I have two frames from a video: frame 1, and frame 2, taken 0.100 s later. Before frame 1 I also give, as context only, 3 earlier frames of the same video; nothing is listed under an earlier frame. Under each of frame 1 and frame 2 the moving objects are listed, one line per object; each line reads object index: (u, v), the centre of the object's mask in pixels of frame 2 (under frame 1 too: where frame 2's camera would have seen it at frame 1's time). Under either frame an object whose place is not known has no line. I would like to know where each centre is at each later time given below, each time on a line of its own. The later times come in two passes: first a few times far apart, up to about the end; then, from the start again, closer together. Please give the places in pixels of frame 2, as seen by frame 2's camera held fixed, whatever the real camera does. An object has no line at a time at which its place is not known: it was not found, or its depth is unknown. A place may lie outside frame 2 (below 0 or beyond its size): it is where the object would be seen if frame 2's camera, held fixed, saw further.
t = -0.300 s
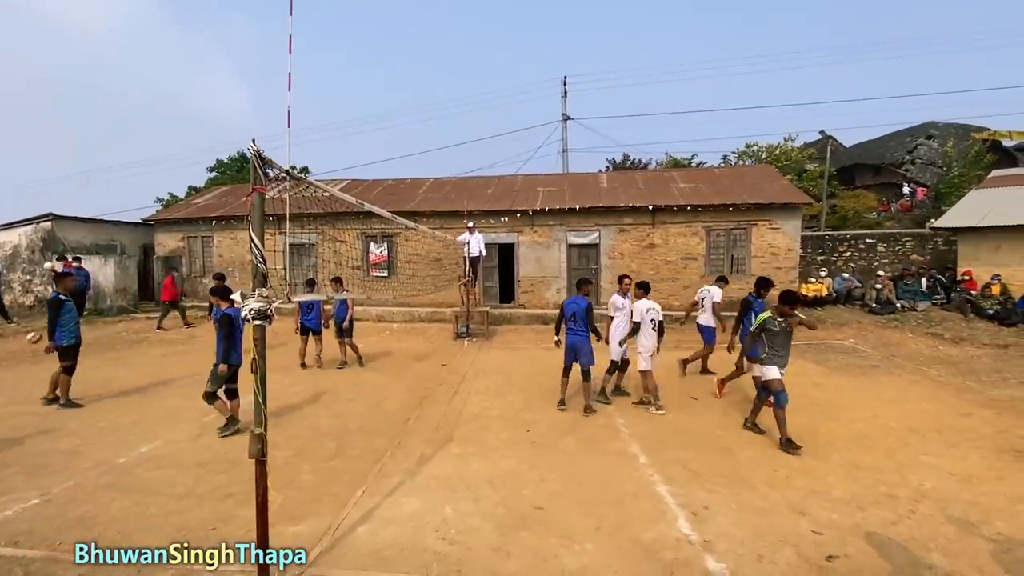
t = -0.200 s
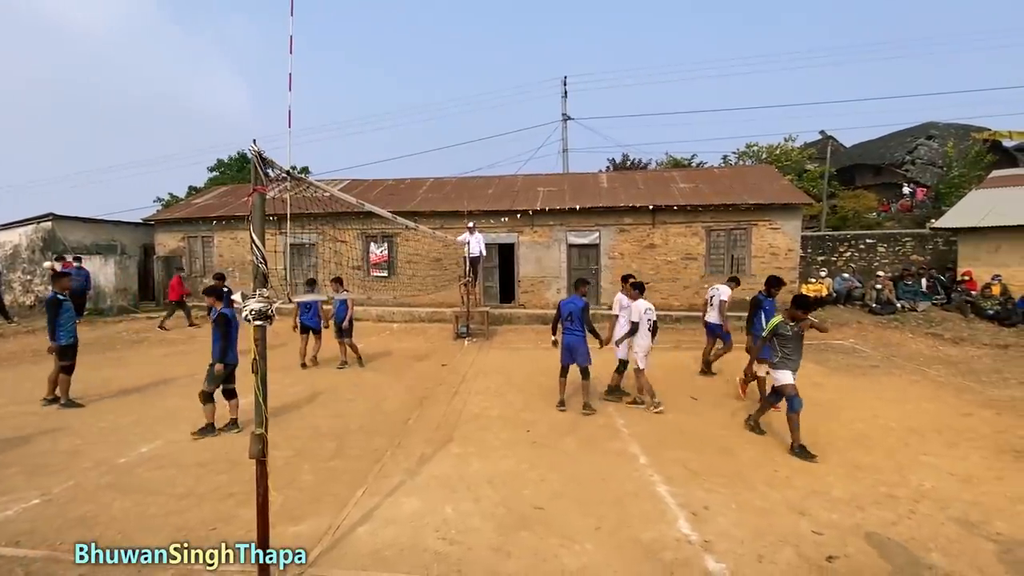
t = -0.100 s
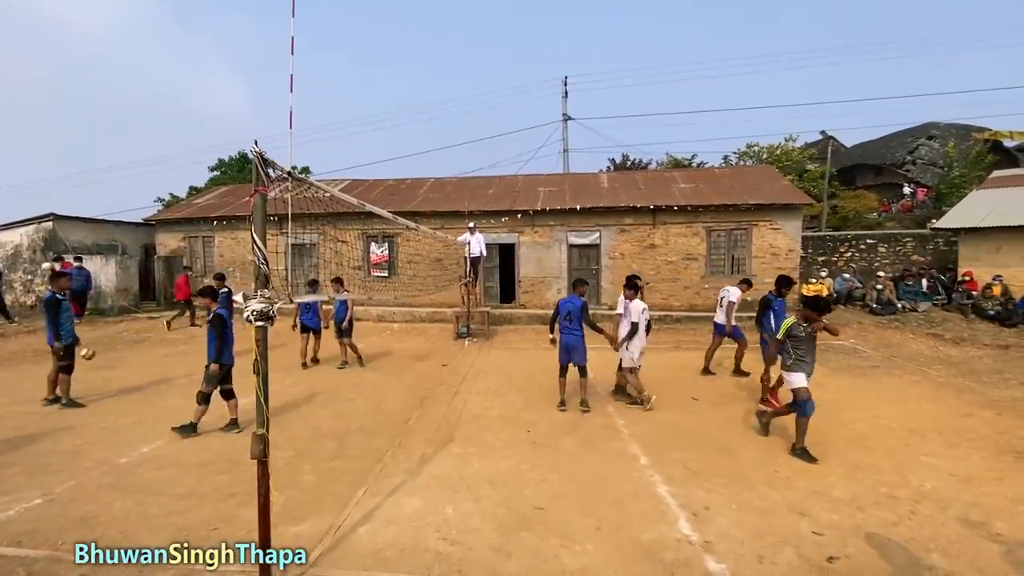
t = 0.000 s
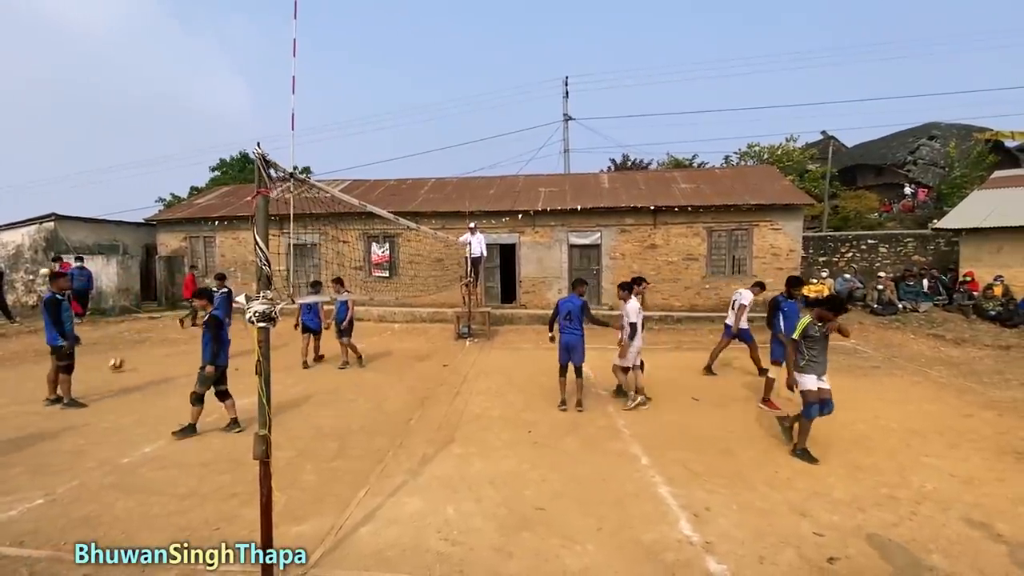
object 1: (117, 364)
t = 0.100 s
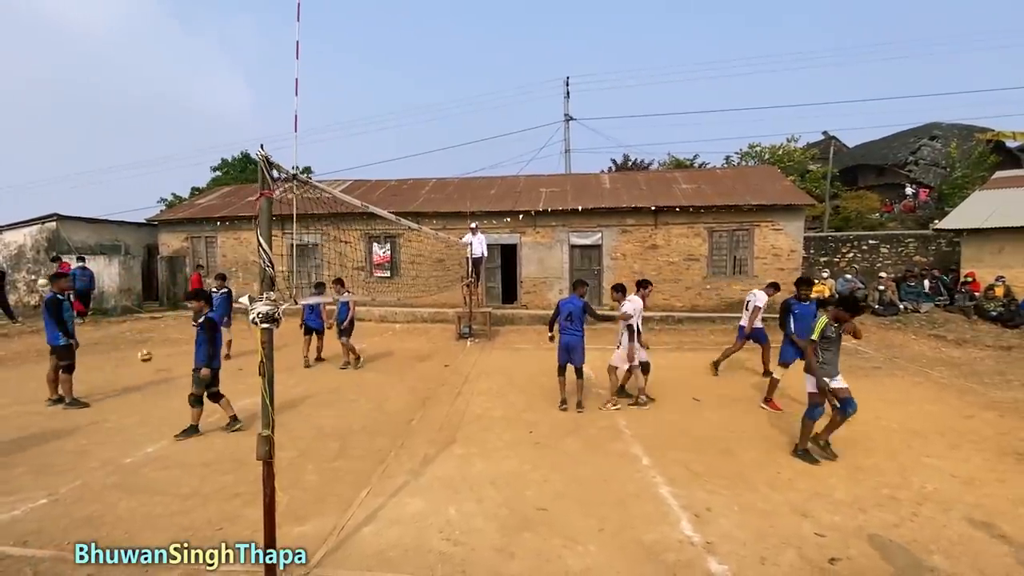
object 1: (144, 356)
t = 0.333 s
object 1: (211, 360)
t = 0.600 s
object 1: (287, 363)
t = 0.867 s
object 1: (367, 375)
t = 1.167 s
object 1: (457, 378)
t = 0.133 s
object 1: (154, 354)
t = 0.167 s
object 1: (164, 354)
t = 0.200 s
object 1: (174, 354)
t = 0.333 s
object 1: (211, 360)
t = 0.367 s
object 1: (220, 362)
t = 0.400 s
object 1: (231, 367)
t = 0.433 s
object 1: (240, 372)
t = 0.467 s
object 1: (249, 371)
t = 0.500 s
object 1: (257, 368)
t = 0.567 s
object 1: (280, 365)
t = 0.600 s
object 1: (287, 363)
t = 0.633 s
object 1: (298, 363)
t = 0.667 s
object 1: (308, 364)
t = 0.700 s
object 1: (317, 365)
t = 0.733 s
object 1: (327, 367)
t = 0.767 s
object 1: (336, 371)
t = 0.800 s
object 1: (347, 375)
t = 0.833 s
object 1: (357, 377)
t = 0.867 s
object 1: (367, 375)
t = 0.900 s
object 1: (377, 375)
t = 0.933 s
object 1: (387, 374)
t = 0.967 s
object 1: (396, 373)
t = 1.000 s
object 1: (407, 374)
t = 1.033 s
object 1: (417, 376)
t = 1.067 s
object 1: (427, 378)
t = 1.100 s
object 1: (437, 381)
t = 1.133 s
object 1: (446, 379)
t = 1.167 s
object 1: (457, 378)
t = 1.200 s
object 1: (467, 377)
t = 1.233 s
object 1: (476, 376)
